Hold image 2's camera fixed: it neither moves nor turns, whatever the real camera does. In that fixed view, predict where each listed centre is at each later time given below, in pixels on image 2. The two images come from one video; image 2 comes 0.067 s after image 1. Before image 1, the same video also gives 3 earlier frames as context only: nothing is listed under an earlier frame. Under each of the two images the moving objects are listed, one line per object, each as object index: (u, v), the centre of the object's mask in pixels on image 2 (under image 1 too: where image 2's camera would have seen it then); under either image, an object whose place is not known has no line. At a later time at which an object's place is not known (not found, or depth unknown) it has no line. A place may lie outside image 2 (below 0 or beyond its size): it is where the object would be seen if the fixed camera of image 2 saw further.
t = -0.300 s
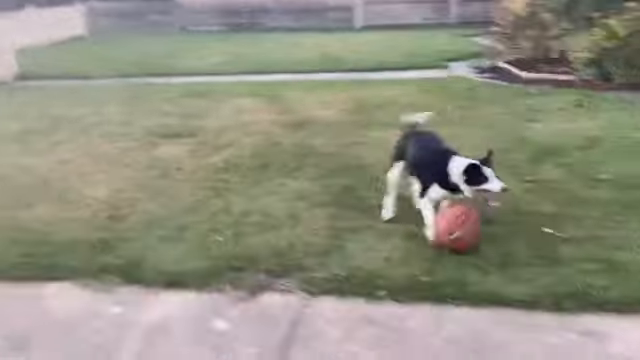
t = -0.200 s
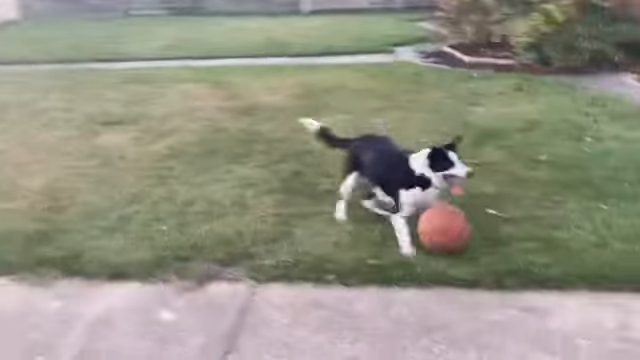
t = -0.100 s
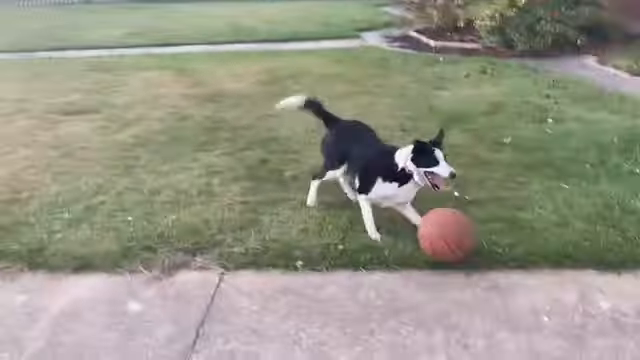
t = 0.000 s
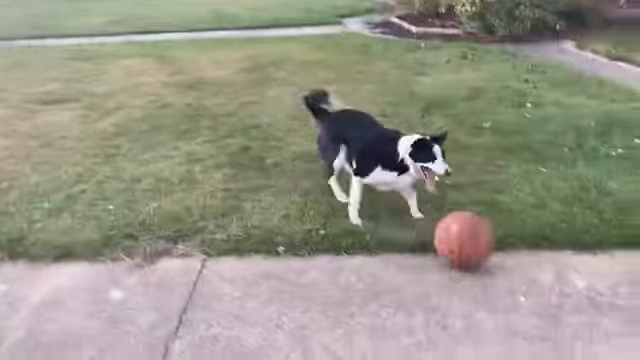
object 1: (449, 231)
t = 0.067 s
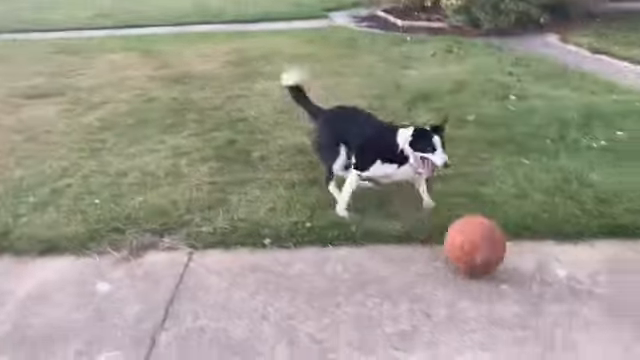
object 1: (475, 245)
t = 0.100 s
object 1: (489, 252)
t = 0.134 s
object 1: (505, 258)
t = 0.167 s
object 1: (519, 267)
